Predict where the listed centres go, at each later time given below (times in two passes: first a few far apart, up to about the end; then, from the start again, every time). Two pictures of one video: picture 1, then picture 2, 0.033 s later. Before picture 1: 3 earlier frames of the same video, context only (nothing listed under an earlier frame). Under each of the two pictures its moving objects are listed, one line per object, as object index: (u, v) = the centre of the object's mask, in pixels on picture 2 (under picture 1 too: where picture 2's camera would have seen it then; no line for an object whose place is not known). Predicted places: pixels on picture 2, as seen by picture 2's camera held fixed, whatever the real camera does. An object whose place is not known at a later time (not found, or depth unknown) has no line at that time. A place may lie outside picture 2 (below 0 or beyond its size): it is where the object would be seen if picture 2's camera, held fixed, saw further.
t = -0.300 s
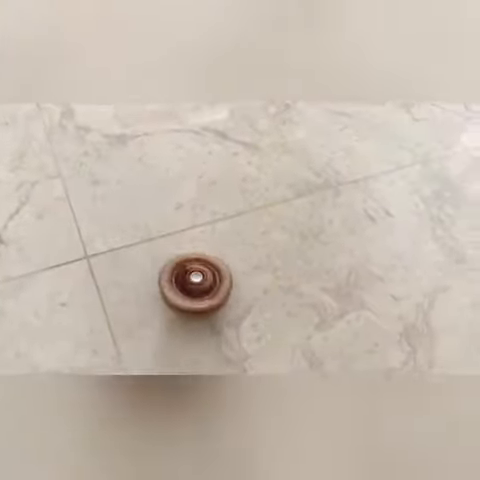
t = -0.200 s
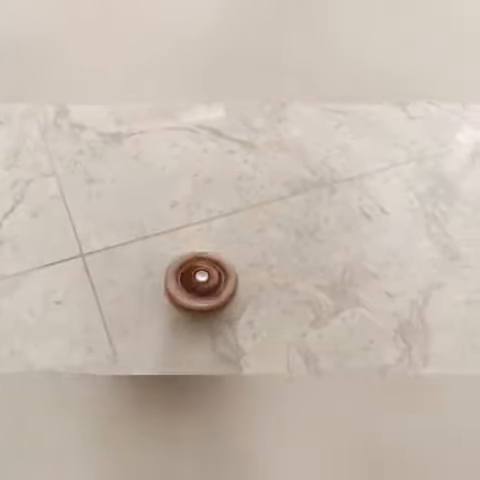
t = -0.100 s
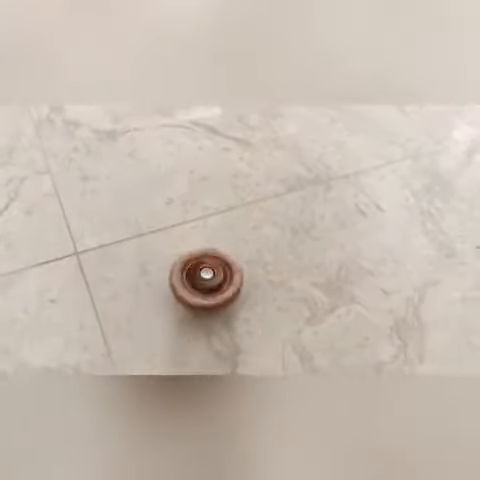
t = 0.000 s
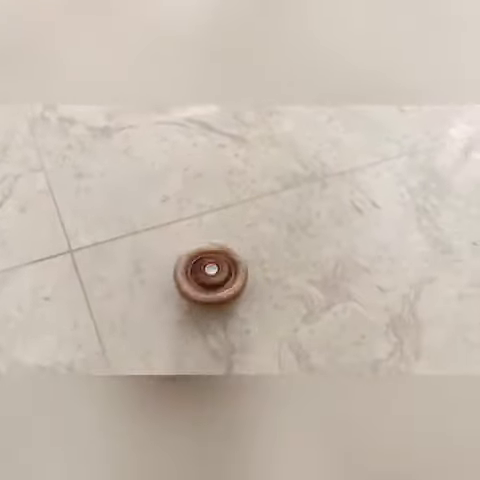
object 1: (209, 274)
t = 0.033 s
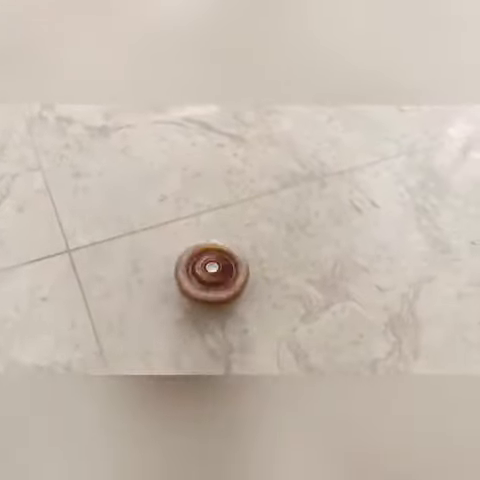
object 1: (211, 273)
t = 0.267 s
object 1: (230, 264)
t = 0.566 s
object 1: (246, 244)
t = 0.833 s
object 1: (249, 225)
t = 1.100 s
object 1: (243, 207)
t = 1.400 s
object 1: (230, 190)
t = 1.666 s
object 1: (219, 181)
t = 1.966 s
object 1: (203, 179)
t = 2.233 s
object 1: (187, 182)
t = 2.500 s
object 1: (172, 188)
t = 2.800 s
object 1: (157, 197)
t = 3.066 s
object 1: (147, 205)
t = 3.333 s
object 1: (139, 213)
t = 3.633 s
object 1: (142, 216)
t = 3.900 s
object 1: (145, 218)
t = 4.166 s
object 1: (150, 217)
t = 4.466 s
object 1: (152, 213)
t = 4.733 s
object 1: (155, 211)
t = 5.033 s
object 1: (155, 211)
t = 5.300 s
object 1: (154, 211)
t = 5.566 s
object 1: (154, 212)
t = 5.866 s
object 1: (153, 212)
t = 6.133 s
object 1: (152, 212)
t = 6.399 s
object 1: (152, 212)
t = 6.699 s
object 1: (151, 211)
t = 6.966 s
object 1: (151, 211)
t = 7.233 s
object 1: (152, 211)
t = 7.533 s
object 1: (152, 210)
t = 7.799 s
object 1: (151, 211)
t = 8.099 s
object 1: (151, 212)
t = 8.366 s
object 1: (151, 211)
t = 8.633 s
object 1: (151, 211)
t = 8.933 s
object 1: (151, 211)
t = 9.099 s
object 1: (151, 212)
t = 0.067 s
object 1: (215, 272)
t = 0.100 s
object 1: (217, 271)
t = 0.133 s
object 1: (219, 270)
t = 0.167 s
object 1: (222, 269)
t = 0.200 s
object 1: (225, 267)
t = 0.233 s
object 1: (228, 265)
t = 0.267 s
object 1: (230, 264)
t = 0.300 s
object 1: (232, 262)
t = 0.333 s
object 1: (235, 260)
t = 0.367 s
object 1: (236, 258)
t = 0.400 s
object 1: (238, 256)
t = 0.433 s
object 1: (240, 254)
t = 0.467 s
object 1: (242, 252)
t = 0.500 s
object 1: (243, 249)
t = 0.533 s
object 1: (244, 247)
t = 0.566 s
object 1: (246, 244)
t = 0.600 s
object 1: (246, 242)
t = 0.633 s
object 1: (247, 240)
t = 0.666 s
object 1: (247, 237)
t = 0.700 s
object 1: (248, 235)
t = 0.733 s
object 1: (249, 232)
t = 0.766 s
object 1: (249, 230)
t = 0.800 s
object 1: (249, 228)
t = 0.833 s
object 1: (249, 225)
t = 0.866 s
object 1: (249, 223)
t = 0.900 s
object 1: (249, 220)
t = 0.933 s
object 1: (248, 218)
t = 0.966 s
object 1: (247, 215)
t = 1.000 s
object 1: (247, 213)
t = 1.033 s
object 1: (246, 211)
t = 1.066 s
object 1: (245, 208)
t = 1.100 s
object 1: (243, 207)
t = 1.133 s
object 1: (243, 204)
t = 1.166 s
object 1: (241, 202)
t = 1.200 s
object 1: (240, 200)
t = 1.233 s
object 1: (238, 198)
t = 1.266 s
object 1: (237, 196)
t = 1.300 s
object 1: (236, 194)
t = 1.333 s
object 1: (234, 192)
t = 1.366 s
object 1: (232, 191)
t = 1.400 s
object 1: (230, 190)
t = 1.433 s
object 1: (230, 188)
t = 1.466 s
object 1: (229, 187)
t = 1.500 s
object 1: (228, 186)
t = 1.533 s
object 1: (226, 184)
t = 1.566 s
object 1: (224, 183)
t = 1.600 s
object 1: (222, 183)
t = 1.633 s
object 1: (221, 182)
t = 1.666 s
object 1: (219, 181)
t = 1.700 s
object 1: (217, 180)
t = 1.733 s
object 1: (215, 180)
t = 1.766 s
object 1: (214, 180)
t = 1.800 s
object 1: (212, 180)
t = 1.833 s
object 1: (210, 180)
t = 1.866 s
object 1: (208, 179)
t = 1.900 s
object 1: (207, 179)
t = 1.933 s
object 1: (205, 179)
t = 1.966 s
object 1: (203, 179)
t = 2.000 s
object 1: (201, 179)
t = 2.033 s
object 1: (199, 179)
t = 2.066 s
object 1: (197, 180)
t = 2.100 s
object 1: (195, 180)
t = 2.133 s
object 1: (193, 180)
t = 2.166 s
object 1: (190, 181)
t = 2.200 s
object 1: (189, 181)
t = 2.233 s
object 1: (187, 182)
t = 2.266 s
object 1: (185, 182)
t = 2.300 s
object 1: (183, 183)
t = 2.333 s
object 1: (181, 184)
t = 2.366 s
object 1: (179, 185)
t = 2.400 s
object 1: (177, 186)
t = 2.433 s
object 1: (176, 186)
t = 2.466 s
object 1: (174, 188)
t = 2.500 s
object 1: (172, 188)
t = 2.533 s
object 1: (169, 190)
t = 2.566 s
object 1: (168, 190)
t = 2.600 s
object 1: (167, 191)
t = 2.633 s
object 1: (165, 192)
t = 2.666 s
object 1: (163, 193)
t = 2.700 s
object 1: (161, 195)
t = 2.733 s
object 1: (160, 195)
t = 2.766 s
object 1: (158, 196)
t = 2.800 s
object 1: (157, 197)
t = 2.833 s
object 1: (156, 198)
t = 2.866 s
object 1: (154, 199)
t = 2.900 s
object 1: (154, 200)
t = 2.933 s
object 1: (152, 201)
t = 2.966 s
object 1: (151, 202)
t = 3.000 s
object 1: (149, 203)
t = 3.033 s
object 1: (148, 204)
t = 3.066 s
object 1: (147, 205)
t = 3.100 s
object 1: (146, 206)
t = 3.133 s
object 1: (145, 207)
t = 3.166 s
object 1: (144, 207)
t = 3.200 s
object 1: (143, 209)
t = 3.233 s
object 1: (142, 210)
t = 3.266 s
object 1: (141, 210)
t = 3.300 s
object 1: (140, 212)
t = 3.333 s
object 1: (139, 213)
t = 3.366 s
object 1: (138, 214)
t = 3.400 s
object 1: (139, 215)
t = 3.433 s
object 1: (140, 215)
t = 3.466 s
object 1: (138, 214)
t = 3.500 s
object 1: (140, 216)
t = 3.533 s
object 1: (142, 215)
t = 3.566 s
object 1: (142, 215)
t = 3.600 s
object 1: (142, 215)
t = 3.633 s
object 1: (142, 216)
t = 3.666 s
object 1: (142, 216)
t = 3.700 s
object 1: (142, 217)
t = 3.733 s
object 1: (142, 217)
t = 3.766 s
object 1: (143, 218)
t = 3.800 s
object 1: (143, 218)
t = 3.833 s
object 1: (144, 218)
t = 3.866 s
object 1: (143, 218)
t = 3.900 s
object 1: (145, 218)
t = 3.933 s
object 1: (145, 219)
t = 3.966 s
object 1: (146, 219)
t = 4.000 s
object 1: (147, 219)
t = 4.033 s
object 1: (148, 218)
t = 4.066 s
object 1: (148, 219)
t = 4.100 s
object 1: (149, 218)
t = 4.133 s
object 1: (149, 218)
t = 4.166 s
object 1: (150, 217)
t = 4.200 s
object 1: (150, 217)
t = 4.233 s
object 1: (151, 216)
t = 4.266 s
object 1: (151, 216)
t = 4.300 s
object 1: (151, 215)
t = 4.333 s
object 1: (152, 215)
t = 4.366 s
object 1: (151, 215)
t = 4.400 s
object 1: (152, 214)
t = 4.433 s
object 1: (152, 214)
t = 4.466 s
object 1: (152, 213)
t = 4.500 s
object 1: (151, 213)
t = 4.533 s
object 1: (152, 212)
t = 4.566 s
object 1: (151, 212)
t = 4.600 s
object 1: (151, 211)
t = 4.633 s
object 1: (149, 211)
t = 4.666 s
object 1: (150, 211)
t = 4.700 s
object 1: (152, 211)
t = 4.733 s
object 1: (155, 211)
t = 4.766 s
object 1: (155, 210)
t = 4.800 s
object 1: (154, 211)
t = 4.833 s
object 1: (155, 211)
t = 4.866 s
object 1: (157, 210)
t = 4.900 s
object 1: (155, 210)
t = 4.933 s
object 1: (155, 211)
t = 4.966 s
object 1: (155, 210)
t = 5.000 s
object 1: (154, 211)
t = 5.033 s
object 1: (155, 211)
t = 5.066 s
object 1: (154, 211)
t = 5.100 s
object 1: (153, 212)
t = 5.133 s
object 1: (155, 211)
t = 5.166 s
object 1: (154, 211)
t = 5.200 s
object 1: (154, 211)
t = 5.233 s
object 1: (154, 212)
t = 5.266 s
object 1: (154, 211)
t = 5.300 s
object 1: (154, 211)
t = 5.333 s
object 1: (154, 211)
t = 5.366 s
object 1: (154, 211)
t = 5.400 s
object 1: (154, 211)
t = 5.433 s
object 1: (154, 211)
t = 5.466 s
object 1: (154, 211)
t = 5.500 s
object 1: (154, 211)
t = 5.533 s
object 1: (155, 212)
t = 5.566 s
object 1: (154, 212)
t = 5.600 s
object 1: (154, 212)
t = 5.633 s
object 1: (154, 212)
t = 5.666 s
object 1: (154, 212)
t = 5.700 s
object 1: (154, 212)
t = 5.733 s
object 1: (154, 212)
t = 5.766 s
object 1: (154, 212)
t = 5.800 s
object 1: (154, 212)
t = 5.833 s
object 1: (154, 212)
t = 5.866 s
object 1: (153, 212)
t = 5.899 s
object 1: (153, 212)
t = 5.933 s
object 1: (153, 212)
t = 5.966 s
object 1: (153, 211)
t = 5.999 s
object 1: (152, 212)
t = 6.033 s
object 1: (153, 211)
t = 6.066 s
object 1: (152, 211)
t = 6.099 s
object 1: (153, 211)
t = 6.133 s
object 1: (152, 212)
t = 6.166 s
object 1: (152, 212)
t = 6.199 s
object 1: (152, 212)
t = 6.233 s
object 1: (152, 212)
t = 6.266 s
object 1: (152, 211)
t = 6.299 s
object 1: (152, 212)
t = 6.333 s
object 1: (152, 212)
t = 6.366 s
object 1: (152, 212)
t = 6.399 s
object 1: (152, 212)
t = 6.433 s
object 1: (152, 212)
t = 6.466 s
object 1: (152, 211)
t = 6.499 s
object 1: (151, 211)
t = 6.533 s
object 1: (152, 211)
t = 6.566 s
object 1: (151, 211)
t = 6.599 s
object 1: (152, 211)
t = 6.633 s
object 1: (151, 211)
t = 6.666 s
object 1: (151, 211)
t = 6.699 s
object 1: (151, 211)
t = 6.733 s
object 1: (151, 211)
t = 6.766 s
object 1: (151, 211)
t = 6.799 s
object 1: (151, 211)
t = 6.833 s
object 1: (151, 211)
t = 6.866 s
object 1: (151, 211)
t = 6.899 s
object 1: (151, 211)
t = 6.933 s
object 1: (151, 211)
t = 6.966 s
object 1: (151, 211)
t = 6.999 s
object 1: (151, 211)
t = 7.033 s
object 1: (151, 211)
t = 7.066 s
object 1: (151, 211)
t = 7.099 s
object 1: (152, 211)
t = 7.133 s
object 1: (151, 211)
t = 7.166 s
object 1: (152, 211)
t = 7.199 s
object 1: (152, 211)
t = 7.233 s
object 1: (152, 211)
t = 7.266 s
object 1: (152, 211)
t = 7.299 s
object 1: (152, 212)
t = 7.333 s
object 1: (152, 212)
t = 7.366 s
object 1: (151, 212)
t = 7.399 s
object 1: (152, 211)
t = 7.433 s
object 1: (152, 211)
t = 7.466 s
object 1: (152, 211)
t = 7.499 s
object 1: (151, 211)
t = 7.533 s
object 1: (152, 210)
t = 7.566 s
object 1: (151, 211)
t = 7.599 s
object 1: (151, 211)
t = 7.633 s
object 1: (151, 211)
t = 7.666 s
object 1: (152, 211)
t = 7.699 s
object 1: (151, 211)
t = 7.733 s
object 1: (152, 211)
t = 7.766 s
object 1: (151, 211)
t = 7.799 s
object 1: (151, 211)
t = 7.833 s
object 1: (152, 211)
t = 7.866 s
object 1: (151, 211)
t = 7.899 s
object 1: (151, 211)
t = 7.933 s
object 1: (150, 212)
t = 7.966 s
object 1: (151, 211)
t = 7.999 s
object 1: (151, 211)
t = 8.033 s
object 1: (151, 212)
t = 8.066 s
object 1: (151, 211)
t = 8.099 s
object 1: (151, 212)
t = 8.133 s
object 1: (151, 211)
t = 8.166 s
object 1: (151, 211)
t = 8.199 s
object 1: (151, 211)
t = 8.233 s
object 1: (151, 211)
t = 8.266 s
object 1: (151, 211)
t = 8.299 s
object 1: (151, 211)
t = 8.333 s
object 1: (151, 211)
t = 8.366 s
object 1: (151, 211)
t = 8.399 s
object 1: (151, 211)
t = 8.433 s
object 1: (151, 212)
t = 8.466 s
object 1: (151, 212)
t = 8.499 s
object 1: (151, 212)
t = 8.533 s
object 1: (151, 211)
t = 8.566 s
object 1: (151, 211)
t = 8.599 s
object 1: (150, 211)
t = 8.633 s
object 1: (151, 211)
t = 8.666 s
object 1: (151, 212)
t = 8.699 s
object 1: (151, 211)
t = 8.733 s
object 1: (151, 211)
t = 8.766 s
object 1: (151, 211)
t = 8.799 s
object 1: (151, 211)
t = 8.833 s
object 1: (151, 212)
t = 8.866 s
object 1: (151, 211)
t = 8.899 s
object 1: (150, 212)
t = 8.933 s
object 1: (151, 211)
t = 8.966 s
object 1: (151, 211)
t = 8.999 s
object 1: (151, 211)
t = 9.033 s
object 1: (151, 211)
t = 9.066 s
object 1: (151, 212)
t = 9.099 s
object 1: (151, 212)
